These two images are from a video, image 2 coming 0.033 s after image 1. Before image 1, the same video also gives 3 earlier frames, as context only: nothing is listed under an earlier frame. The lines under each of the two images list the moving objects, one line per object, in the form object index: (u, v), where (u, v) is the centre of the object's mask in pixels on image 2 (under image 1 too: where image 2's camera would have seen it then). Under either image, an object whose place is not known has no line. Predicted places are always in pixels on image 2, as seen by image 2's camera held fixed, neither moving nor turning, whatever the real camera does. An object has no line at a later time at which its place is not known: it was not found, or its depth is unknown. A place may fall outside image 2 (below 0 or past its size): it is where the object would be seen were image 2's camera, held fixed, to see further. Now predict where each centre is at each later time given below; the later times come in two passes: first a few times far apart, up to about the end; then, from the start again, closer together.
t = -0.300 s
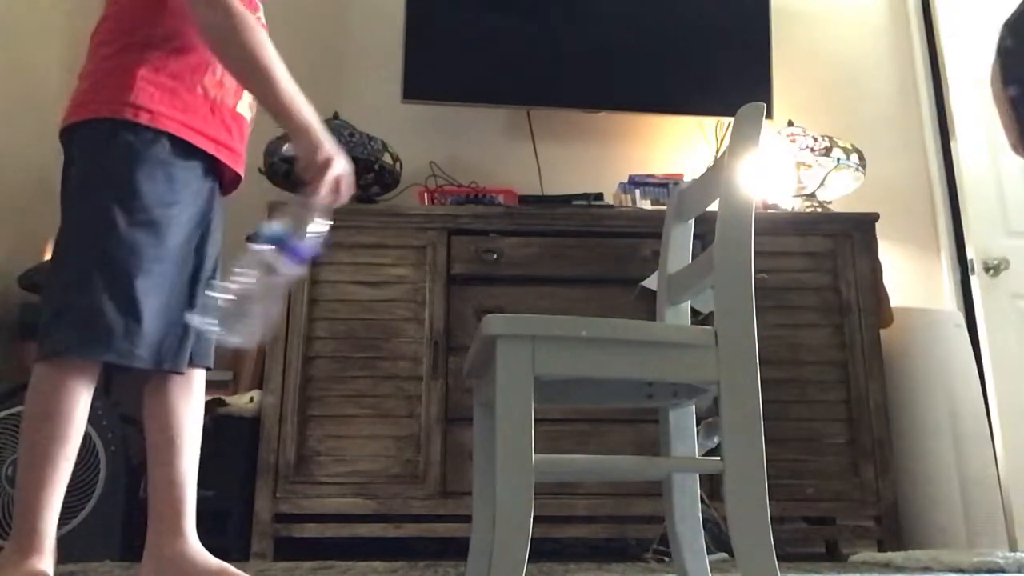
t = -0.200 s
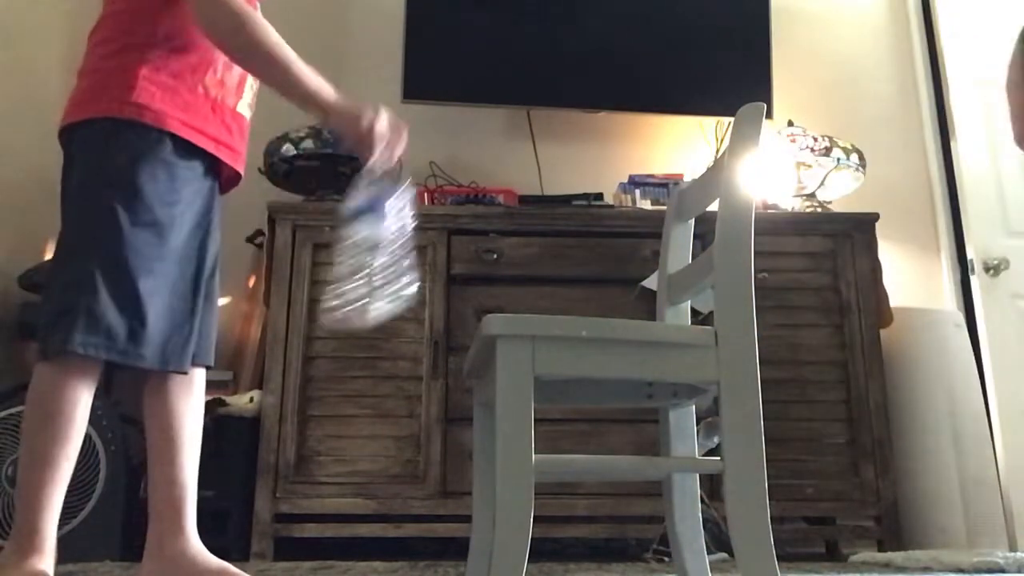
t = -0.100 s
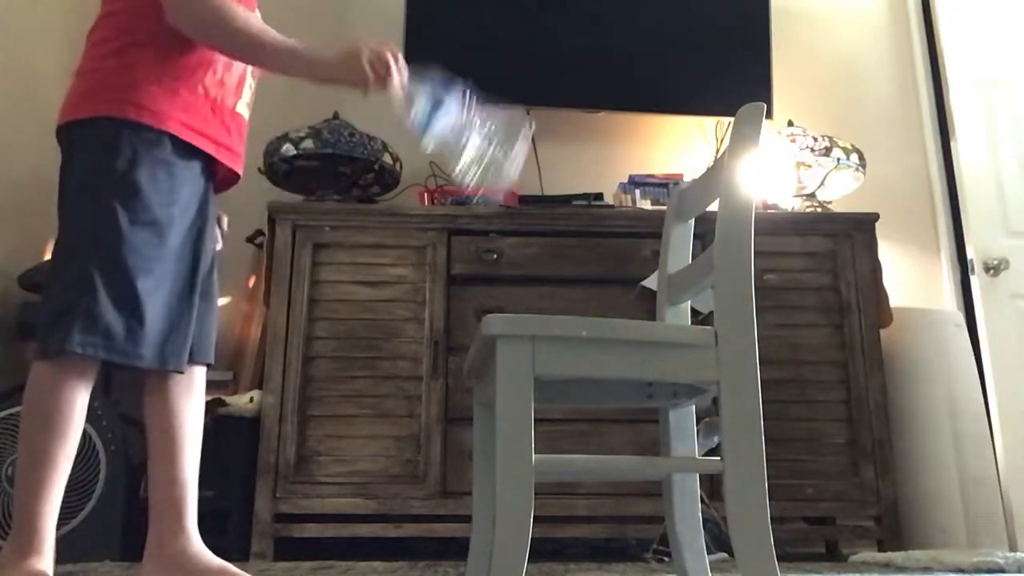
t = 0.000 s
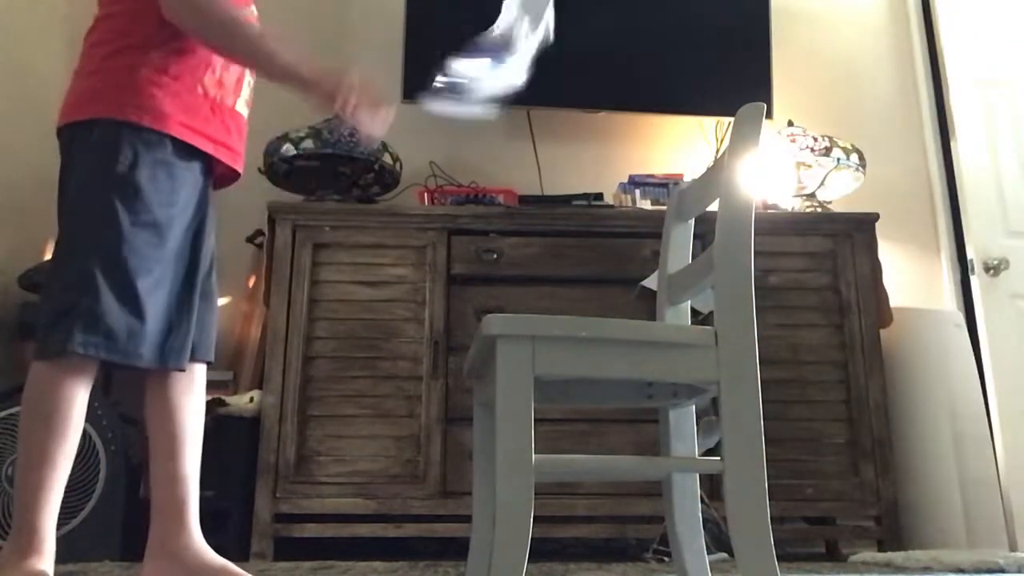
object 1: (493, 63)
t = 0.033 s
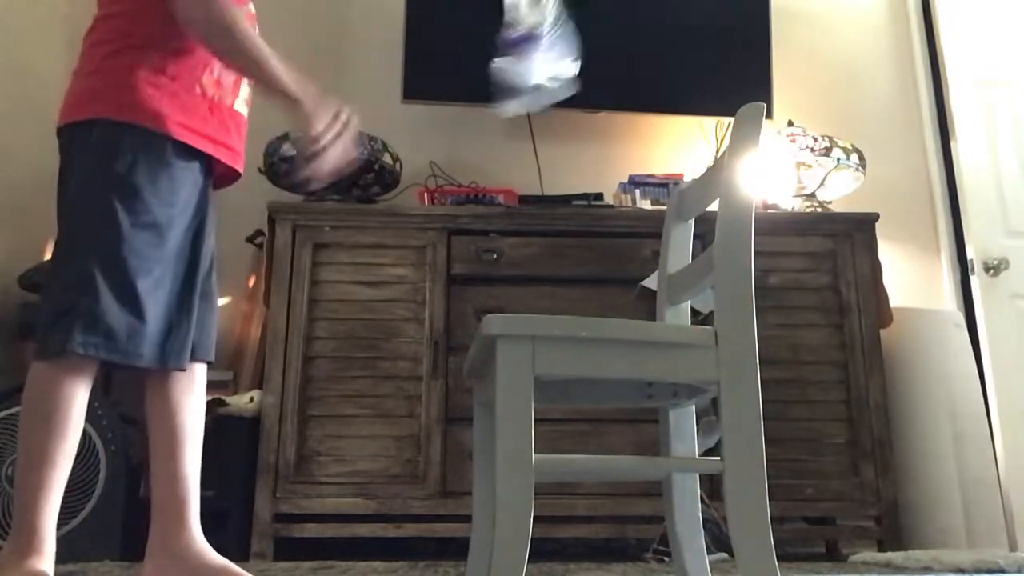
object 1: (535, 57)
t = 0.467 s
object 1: (625, 267)
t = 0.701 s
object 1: (633, 284)
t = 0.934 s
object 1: (632, 284)
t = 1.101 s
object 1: (632, 284)
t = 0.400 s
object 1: (598, 207)
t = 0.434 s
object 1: (606, 258)
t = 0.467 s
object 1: (625, 267)
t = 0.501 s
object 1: (638, 274)
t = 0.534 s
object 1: (636, 280)
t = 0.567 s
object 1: (636, 282)
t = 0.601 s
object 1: (635, 283)
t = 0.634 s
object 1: (634, 283)
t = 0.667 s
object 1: (635, 283)
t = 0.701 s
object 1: (633, 284)
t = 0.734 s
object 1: (632, 284)
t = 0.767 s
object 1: (633, 284)
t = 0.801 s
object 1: (632, 284)
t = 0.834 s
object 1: (632, 284)
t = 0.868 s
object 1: (633, 284)
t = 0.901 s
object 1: (632, 284)
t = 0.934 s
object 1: (632, 284)
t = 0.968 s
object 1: (632, 284)
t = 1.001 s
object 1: (632, 284)
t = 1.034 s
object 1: (632, 284)
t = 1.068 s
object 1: (632, 284)
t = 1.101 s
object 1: (632, 284)
